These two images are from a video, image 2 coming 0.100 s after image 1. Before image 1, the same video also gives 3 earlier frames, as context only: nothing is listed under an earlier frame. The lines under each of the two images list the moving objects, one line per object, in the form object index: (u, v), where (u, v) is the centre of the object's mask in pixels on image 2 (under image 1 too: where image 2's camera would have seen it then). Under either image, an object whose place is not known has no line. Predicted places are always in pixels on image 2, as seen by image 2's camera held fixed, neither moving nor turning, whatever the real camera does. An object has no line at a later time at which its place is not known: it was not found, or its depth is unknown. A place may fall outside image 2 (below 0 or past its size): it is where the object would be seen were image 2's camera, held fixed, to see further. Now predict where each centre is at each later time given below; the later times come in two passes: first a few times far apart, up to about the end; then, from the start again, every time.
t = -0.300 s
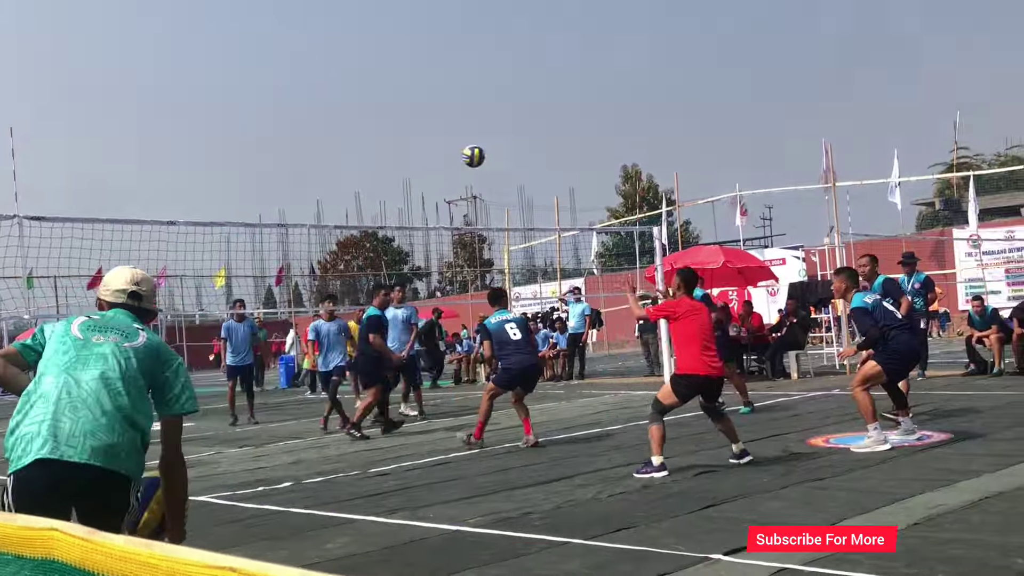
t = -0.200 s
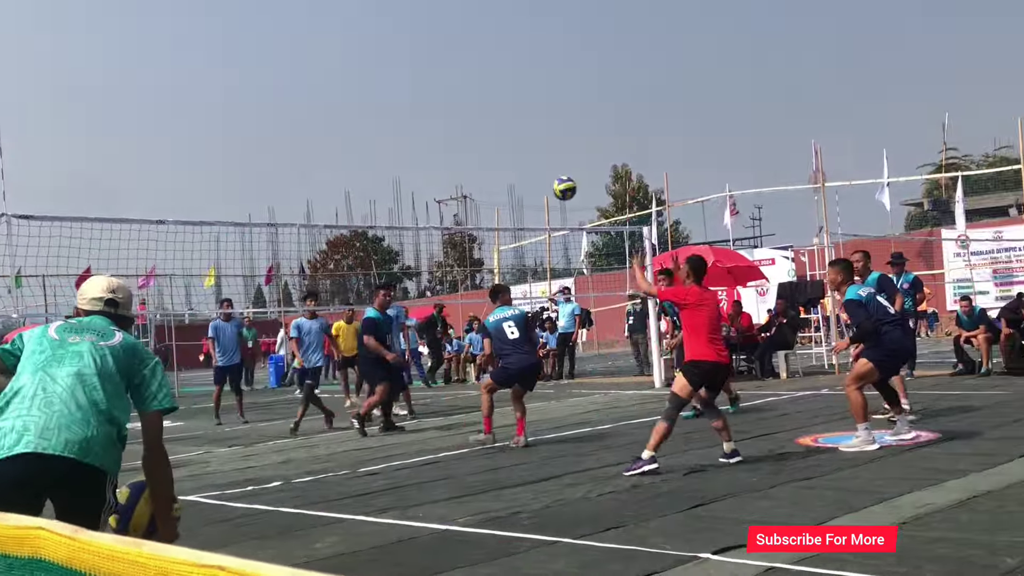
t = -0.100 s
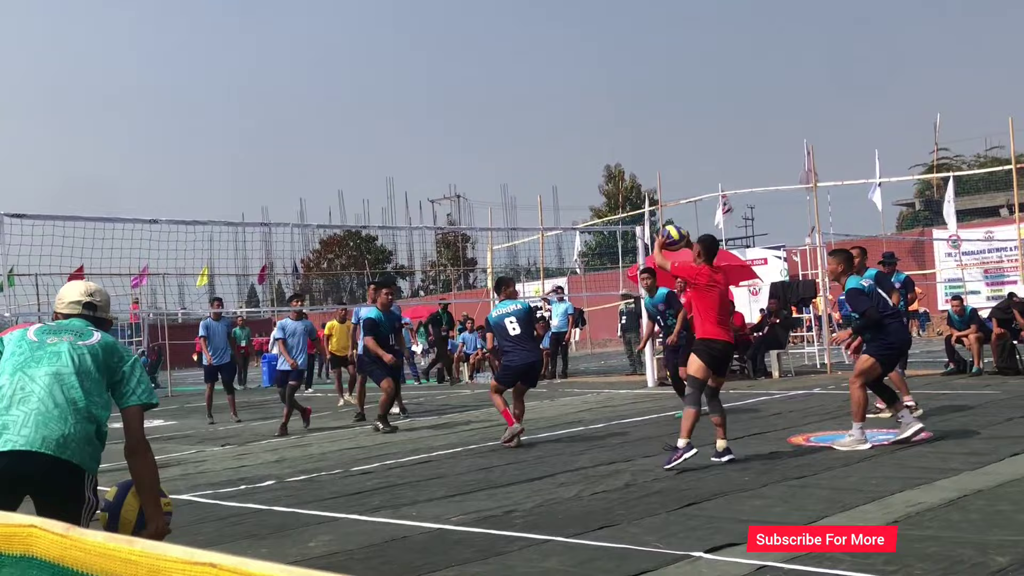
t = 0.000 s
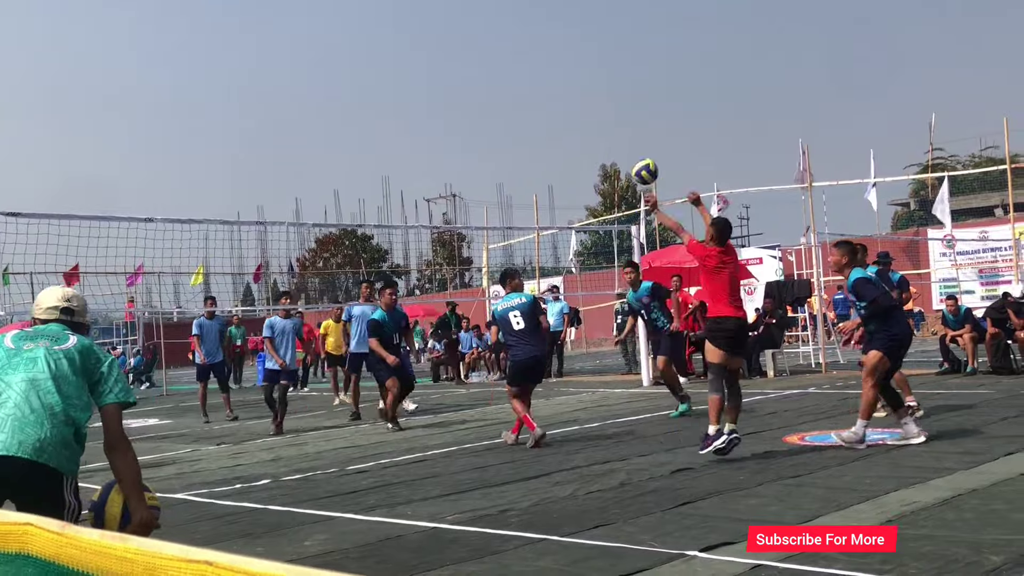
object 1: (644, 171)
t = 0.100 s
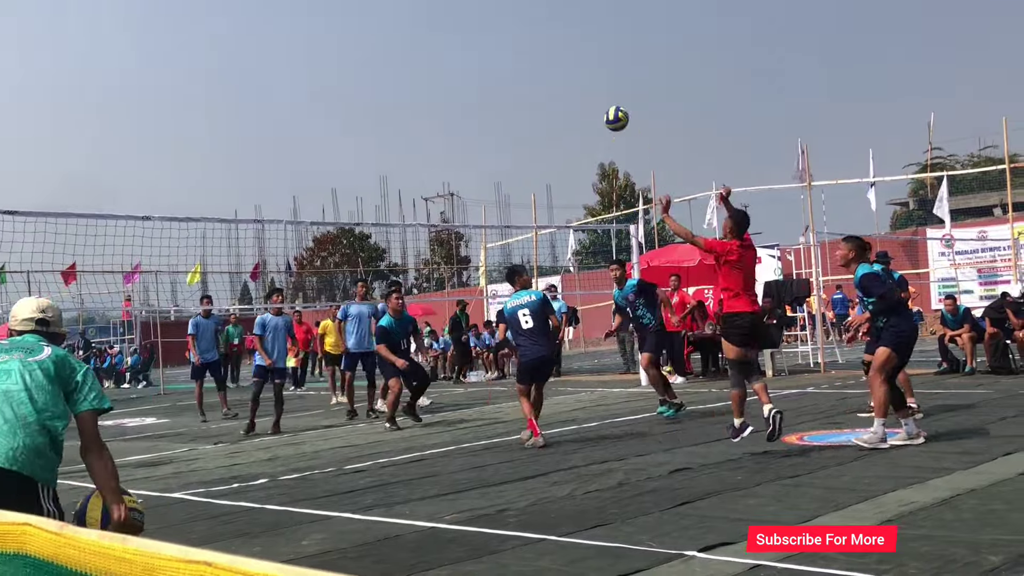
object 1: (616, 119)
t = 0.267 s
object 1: (577, 65)
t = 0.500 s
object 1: (534, 48)
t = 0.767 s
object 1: (496, 86)
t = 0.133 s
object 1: (608, 105)
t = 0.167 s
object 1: (599, 93)
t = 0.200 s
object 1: (592, 83)
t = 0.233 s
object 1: (584, 73)
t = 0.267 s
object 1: (577, 65)
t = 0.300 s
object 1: (570, 59)
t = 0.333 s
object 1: (563, 54)
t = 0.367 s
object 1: (557, 50)
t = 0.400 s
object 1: (551, 48)
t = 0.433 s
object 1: (545, 47)
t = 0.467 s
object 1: (539, 47)
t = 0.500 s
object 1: (534, 48)
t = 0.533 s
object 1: (528, 50)
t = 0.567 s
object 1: (524, 52)
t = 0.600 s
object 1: (519, 56)
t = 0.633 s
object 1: (513, 59)
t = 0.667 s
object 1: (509, 64)
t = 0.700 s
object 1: (505, 71)
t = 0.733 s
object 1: (500, 78)
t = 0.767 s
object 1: (496, 86)
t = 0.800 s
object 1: (492, 94)
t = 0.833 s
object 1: (489, 104)
